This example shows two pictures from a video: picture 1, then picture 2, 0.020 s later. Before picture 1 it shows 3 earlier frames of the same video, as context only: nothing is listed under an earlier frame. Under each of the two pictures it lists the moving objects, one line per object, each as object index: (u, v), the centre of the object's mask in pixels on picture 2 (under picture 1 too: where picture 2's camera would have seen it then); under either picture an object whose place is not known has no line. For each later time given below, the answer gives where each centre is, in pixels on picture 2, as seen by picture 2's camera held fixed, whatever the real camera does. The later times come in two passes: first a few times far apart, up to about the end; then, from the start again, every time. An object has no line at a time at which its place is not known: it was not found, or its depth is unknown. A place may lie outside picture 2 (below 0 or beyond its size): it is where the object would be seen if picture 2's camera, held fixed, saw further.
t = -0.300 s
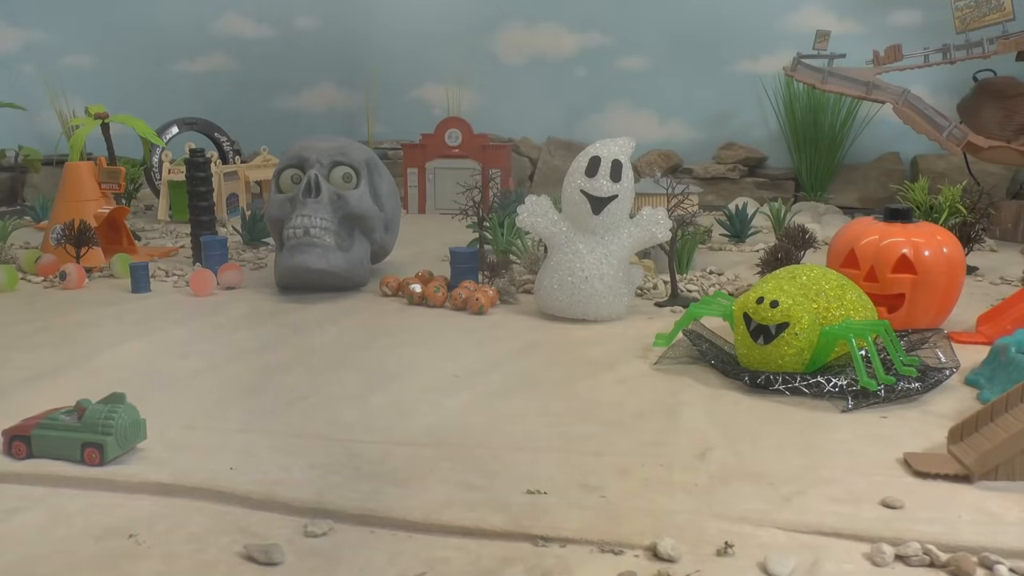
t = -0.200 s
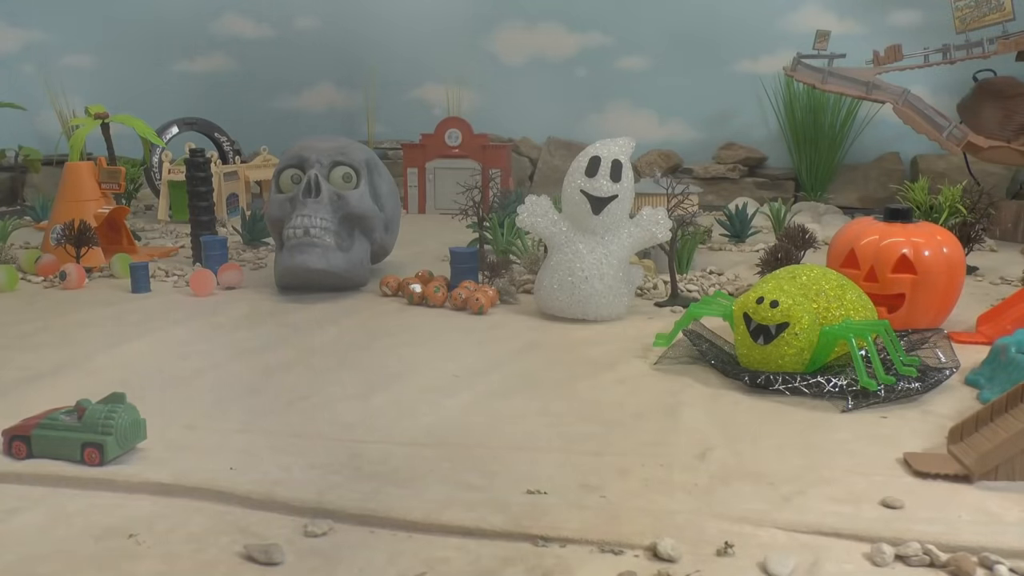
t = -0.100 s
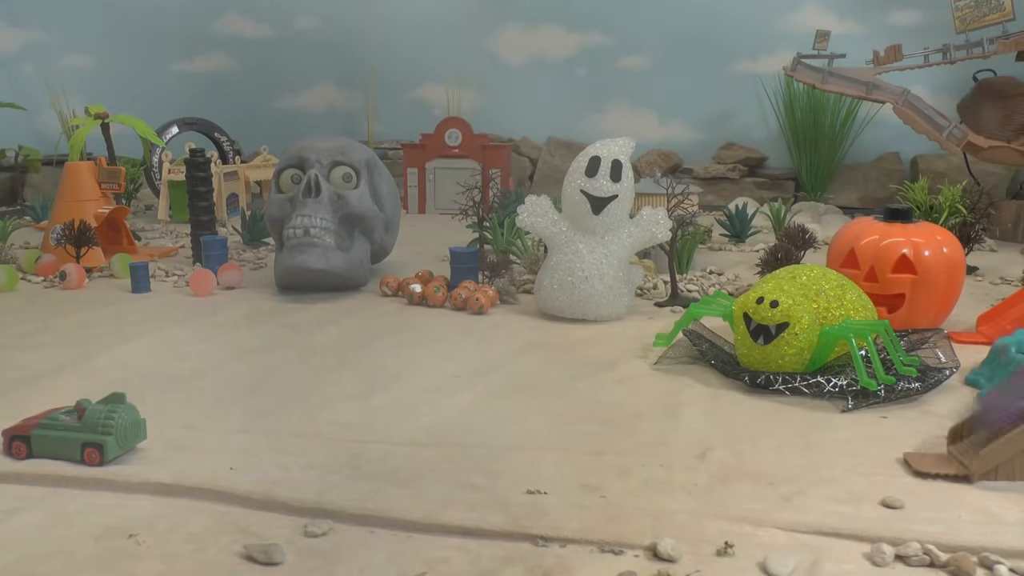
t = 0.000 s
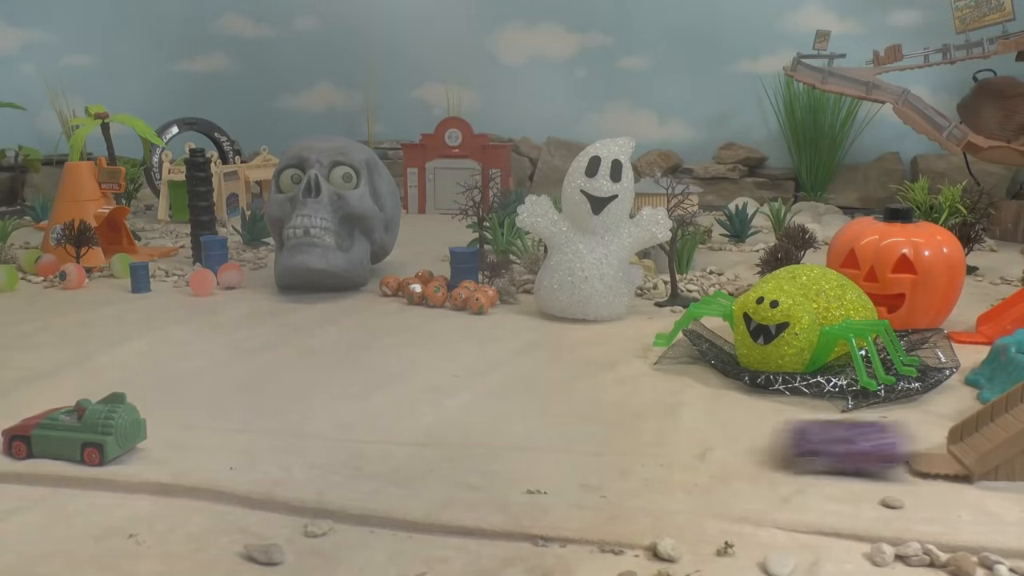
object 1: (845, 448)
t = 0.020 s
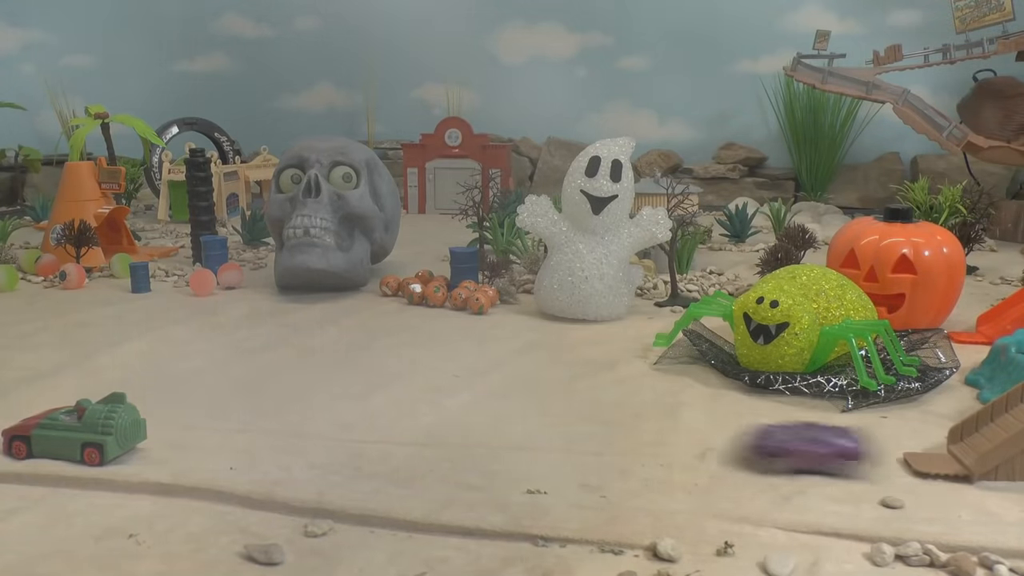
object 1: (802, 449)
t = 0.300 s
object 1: (414, 424)
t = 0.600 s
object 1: (205, 410)
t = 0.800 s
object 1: (152, 401)
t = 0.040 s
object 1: (769, 446)
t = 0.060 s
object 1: (731, 444)
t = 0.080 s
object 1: (697, 440)
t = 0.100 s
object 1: (667, 440)
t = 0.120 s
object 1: (639, 439)
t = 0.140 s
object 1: (608, 437)
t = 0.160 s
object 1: (578, 437)
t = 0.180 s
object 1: (550, 434)
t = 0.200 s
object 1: (524, 433)
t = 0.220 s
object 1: (499, 431)
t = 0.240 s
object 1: (475, 429)
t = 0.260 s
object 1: (453, 427)
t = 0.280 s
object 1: (433, 426)
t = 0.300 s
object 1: (414, 424)
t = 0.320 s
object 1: (396, 423)
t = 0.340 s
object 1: (378, 422)
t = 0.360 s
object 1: (360, 421)
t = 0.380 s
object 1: (345, 420)
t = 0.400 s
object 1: (327, 419)
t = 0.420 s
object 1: (312, 418)
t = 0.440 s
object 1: (297, 417)
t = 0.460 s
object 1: (284, 416)
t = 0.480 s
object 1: (270, 415)
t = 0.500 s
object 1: (258, 414)
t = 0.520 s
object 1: (246, 413)
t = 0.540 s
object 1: (236, 413)
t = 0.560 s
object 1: (225, 412)
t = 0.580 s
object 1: (215, 411)
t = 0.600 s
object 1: (205, 410)
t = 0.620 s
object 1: (198, 409)
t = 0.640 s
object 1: (191, 409)
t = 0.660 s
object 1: (186, 408)
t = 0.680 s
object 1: (180, 407)
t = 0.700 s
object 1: (175, 406)
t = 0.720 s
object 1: (171, 405)
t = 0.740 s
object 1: (166, 404)
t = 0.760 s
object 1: (162, 403)
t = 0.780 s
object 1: (157, 402)
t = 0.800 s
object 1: (152, 401)
